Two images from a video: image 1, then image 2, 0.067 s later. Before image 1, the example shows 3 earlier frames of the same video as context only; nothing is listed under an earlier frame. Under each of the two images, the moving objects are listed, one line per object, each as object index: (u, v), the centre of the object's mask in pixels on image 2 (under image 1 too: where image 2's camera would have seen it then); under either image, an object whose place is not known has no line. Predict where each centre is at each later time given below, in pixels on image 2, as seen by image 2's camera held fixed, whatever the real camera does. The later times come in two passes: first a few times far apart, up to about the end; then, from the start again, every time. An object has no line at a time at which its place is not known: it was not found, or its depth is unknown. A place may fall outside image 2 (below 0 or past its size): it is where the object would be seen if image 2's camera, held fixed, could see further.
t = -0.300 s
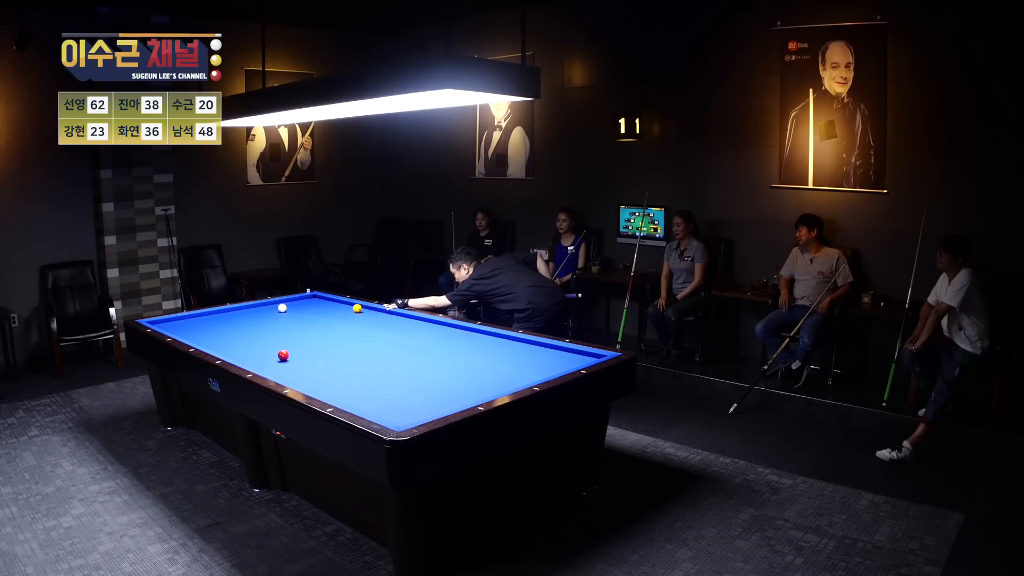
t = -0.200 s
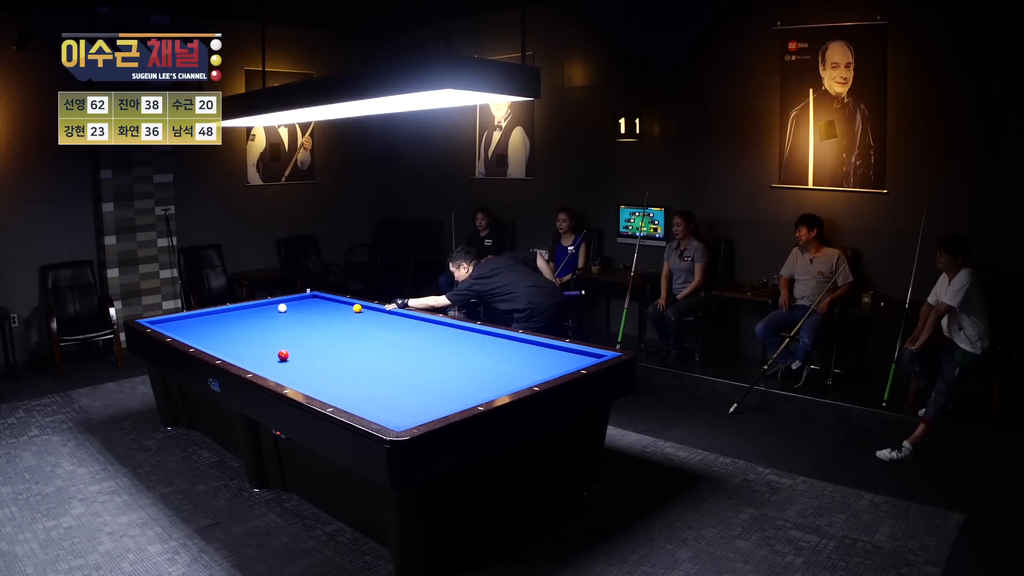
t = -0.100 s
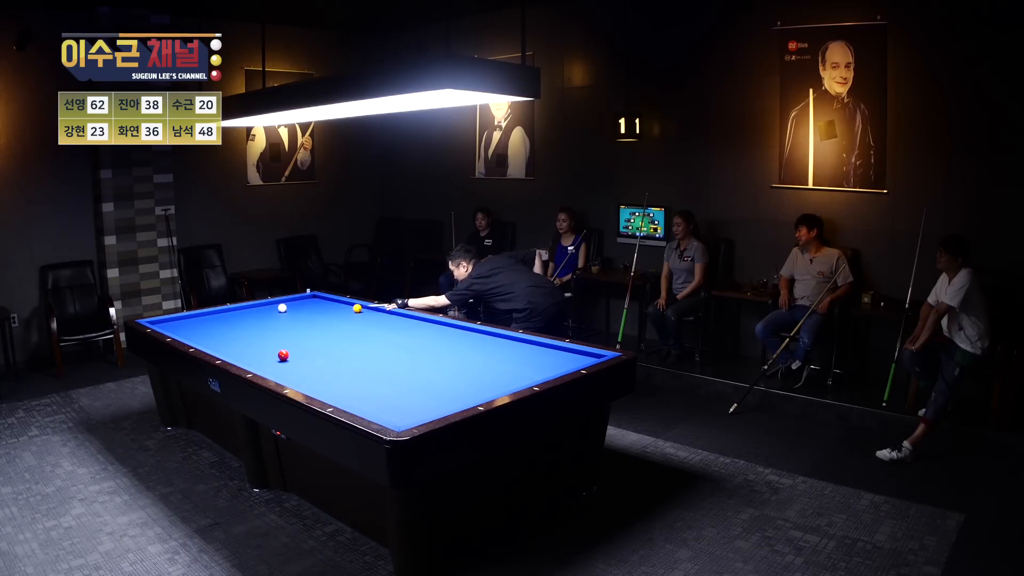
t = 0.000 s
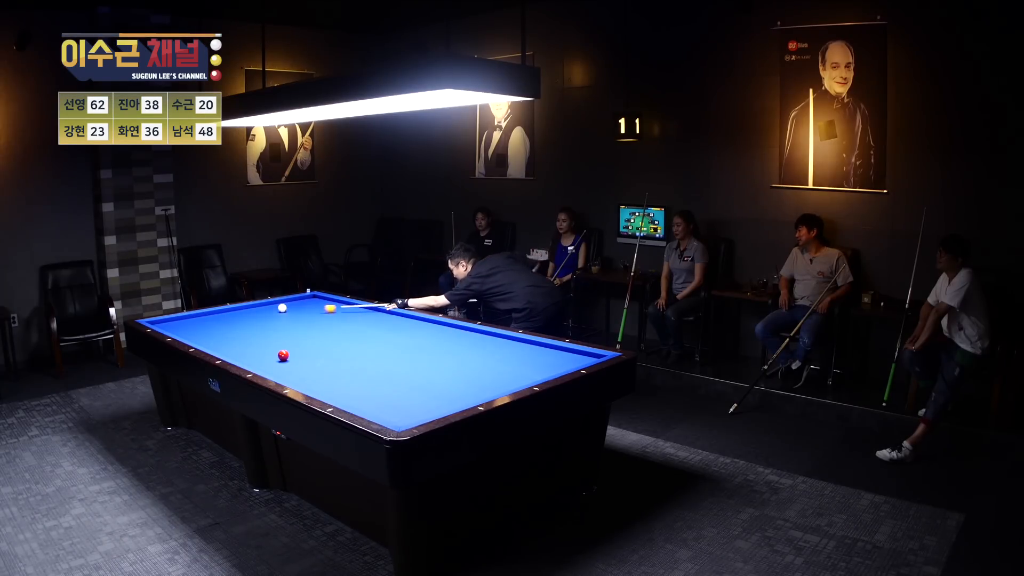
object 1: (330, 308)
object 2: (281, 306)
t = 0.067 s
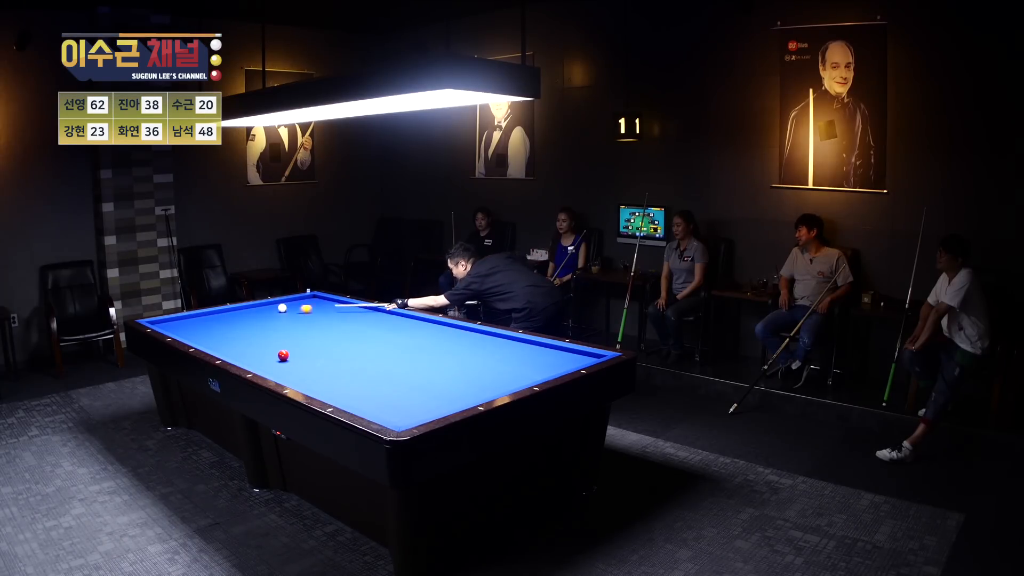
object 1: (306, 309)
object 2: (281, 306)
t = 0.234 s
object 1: (261, 313)
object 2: (269, 304)
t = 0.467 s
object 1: (200, 320)
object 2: (271, 306)
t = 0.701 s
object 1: (167, 321)
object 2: (282, 309)
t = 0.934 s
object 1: (199, 314)
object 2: (294, 313)
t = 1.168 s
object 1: (229, 312)
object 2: (306, 317)
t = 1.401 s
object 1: (259, 309)
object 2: (319, 322)
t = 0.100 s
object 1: (294, 309)
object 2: (281, 306)
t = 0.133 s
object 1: (285, 309)
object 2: (278, 305)
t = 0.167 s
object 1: (277, 310)
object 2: (276, 304)
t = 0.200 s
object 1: (269, 312)
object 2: (273, 304)
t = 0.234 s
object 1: (261, 313)
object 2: (269, 304)
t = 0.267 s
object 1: (253, 314)
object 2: (265, 303)
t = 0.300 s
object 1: (244, 315)
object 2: (262, 303)
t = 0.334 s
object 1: (236, 316)
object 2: (263, 303)
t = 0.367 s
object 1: (227, 317)
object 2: (265, 304)
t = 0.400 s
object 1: (218, 318)
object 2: (267, 305)
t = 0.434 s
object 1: (209, 319)
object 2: (269, 305)
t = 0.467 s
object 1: (200, 320)
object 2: (271, 306)
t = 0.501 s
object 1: (191, 321)
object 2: (273, 306)
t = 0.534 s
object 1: (181, 322)
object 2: (274, 306)
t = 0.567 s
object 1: (173, 323)
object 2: (276, 307)
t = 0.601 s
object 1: (164, 324)
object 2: (277, 307)
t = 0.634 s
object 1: (157, 324)
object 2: (279, 308)
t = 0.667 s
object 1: (162, 323)
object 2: (280, 308)
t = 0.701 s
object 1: (167, 321)
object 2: (282, 309)
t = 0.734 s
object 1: (172, 320)
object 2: (284, 309)
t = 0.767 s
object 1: (177, 319)
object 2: (285, 310)
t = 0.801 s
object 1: (181, 317)
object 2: (287, 311)
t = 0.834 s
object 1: (185, 316)
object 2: (289, 311)
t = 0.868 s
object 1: (189, 315)
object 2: (291, 312)
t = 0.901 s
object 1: (194, 315)
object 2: (292, 312)
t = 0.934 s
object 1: (199, 314)
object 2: (294, 313)
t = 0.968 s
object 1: (204, 314)
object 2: (296, 314)
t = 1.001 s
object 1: (208, 314)
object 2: (298, 314)
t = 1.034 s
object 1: (212, 313)
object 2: (299, 315)
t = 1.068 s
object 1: (217, 313)
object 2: (301, 316)
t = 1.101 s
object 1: (221, 312)
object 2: (303, 316)
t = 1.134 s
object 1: (225, 312)
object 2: (305, 317)
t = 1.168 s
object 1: (229, 312)
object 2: (306, 317)
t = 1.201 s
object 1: (234, 311)
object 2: (308, 318)
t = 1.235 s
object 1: (238, 311)
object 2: (310, 319)
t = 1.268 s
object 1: (243, 310)
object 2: (312, 320)
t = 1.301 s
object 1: (247, 310)
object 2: (314, 320)
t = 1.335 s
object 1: (251, 310)
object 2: (316, 321)
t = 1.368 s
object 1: (255, 309)
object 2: (318, 322)
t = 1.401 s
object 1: (259, 309)
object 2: (319, 322)
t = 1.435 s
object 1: (263, 308)
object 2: (321, 323)
